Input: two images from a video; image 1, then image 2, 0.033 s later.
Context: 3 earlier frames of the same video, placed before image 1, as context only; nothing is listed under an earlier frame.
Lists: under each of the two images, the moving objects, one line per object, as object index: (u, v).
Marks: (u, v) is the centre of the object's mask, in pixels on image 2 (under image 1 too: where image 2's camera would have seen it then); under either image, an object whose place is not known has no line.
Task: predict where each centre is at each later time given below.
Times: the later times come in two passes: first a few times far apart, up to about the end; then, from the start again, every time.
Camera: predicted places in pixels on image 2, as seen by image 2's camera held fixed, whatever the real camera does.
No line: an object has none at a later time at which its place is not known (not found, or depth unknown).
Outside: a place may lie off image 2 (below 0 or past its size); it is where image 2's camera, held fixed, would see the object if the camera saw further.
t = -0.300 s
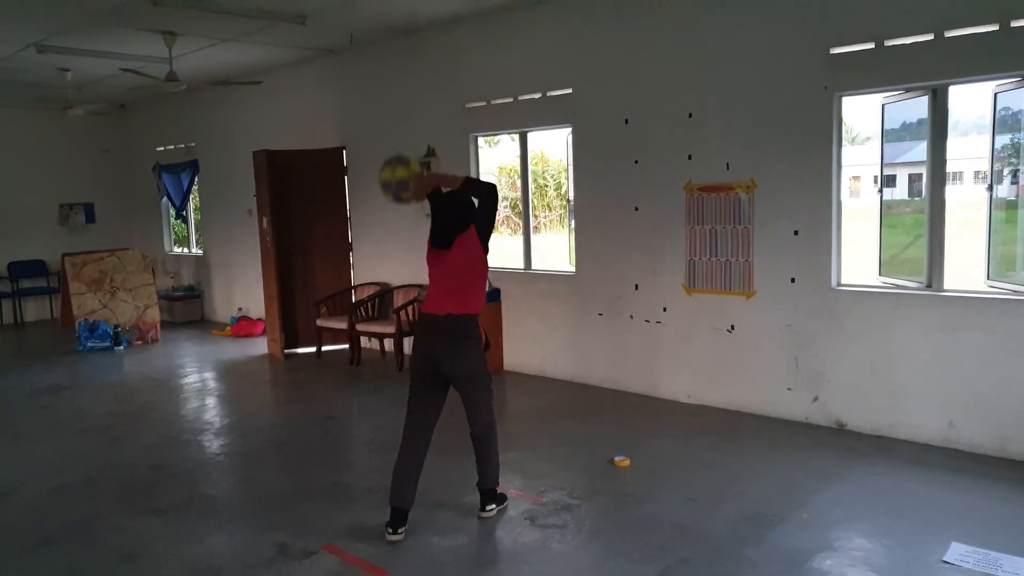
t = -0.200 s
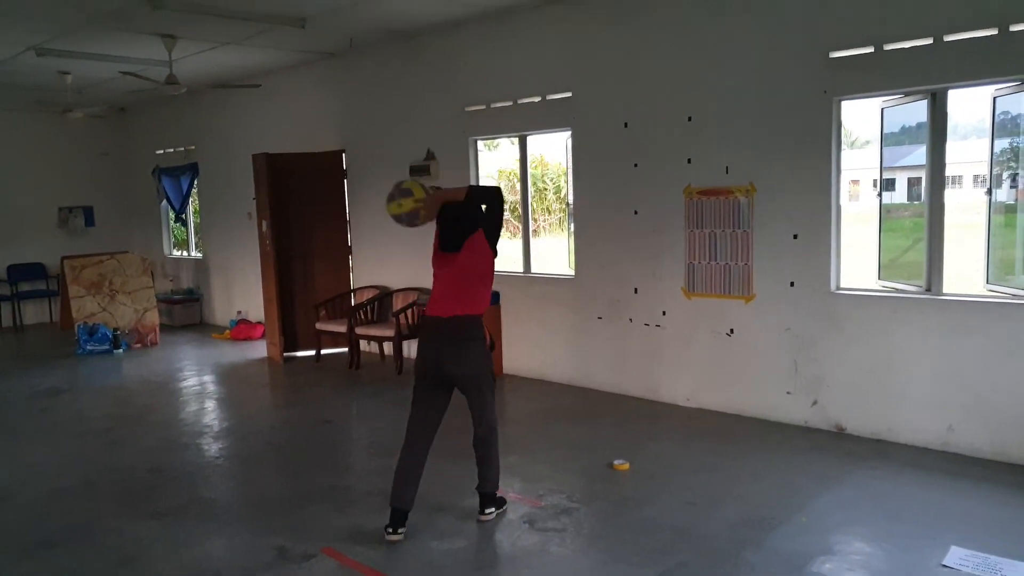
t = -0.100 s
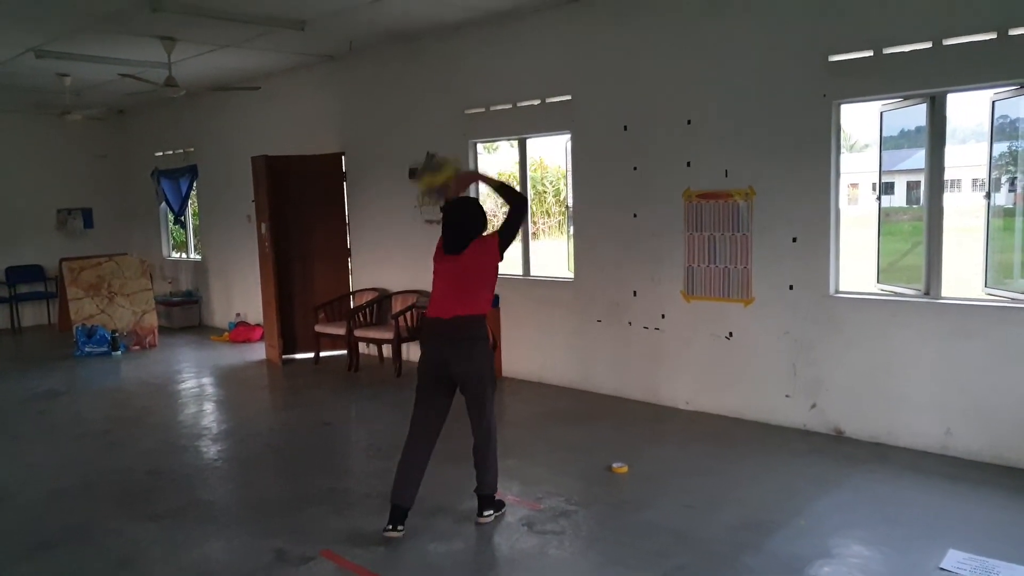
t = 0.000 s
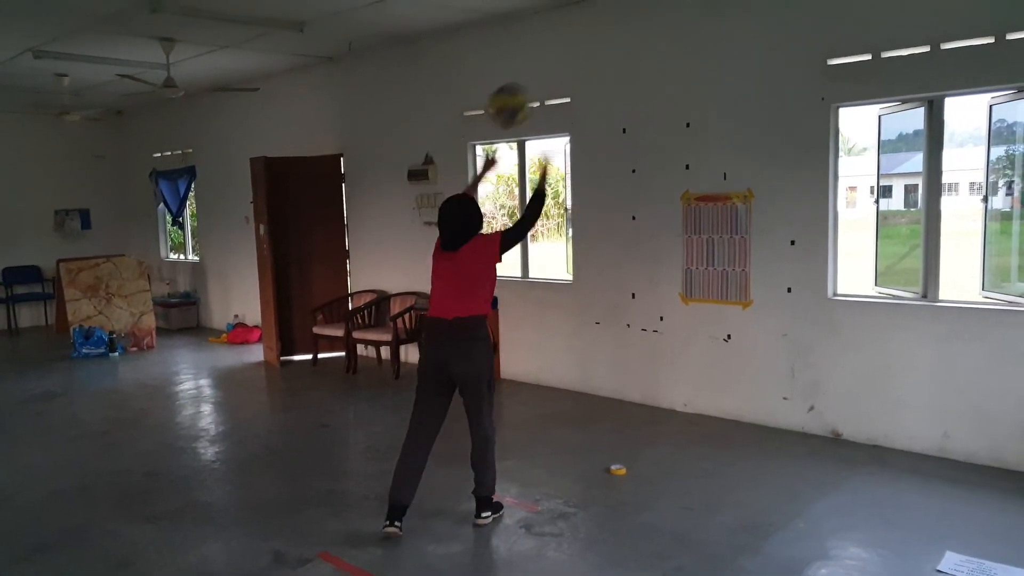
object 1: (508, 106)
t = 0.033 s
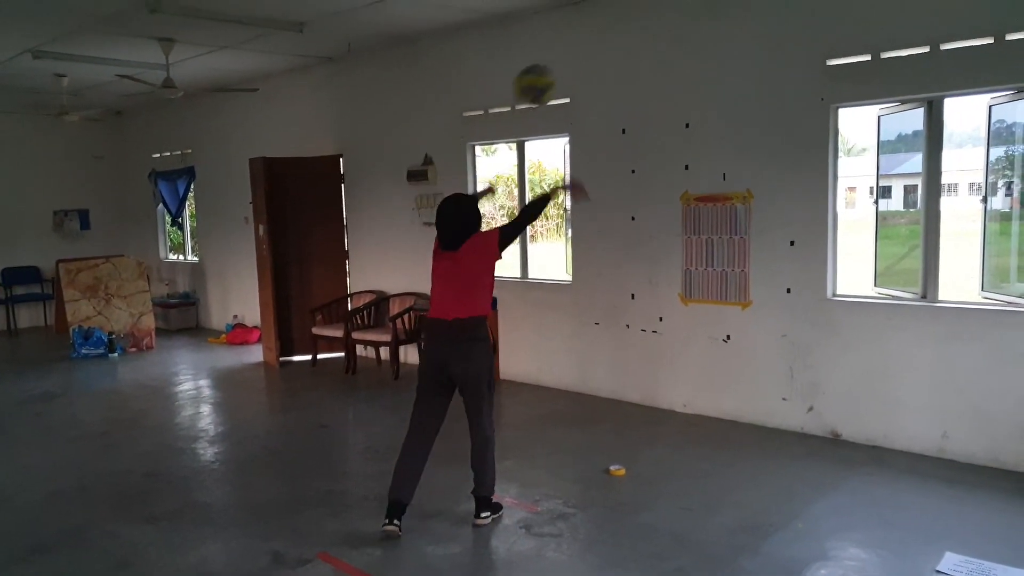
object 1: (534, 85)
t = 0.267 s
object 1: (685, 21)
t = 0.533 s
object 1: (673, 30)
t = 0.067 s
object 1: (559, 69)
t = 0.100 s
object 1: (582, 55)
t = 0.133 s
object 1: (605, 43)
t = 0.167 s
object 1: (627, 34)
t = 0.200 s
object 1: (647, 27)
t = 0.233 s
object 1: (667, 23)
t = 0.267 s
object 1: (685, 21)
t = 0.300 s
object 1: (703, 20)
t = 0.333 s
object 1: (721, 21)
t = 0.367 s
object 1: (721, 20)
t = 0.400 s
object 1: (712, 18)
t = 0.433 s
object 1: (703, 18)
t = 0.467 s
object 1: (693, 20)
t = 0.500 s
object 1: (683, 24)
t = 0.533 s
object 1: (673, 30)
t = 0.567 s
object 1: (661, 39)
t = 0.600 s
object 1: (649, 49)
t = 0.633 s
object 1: (637, 63)
